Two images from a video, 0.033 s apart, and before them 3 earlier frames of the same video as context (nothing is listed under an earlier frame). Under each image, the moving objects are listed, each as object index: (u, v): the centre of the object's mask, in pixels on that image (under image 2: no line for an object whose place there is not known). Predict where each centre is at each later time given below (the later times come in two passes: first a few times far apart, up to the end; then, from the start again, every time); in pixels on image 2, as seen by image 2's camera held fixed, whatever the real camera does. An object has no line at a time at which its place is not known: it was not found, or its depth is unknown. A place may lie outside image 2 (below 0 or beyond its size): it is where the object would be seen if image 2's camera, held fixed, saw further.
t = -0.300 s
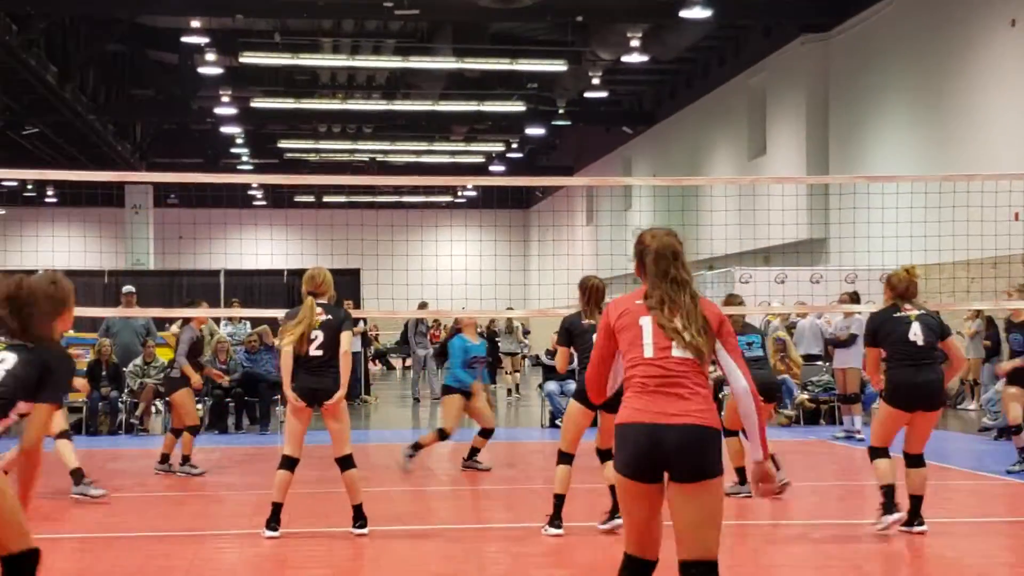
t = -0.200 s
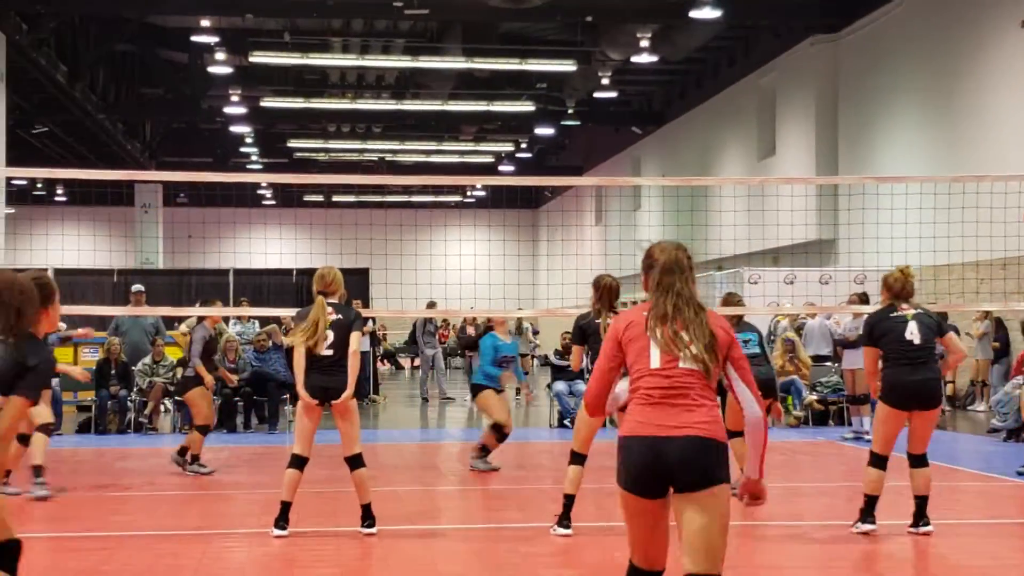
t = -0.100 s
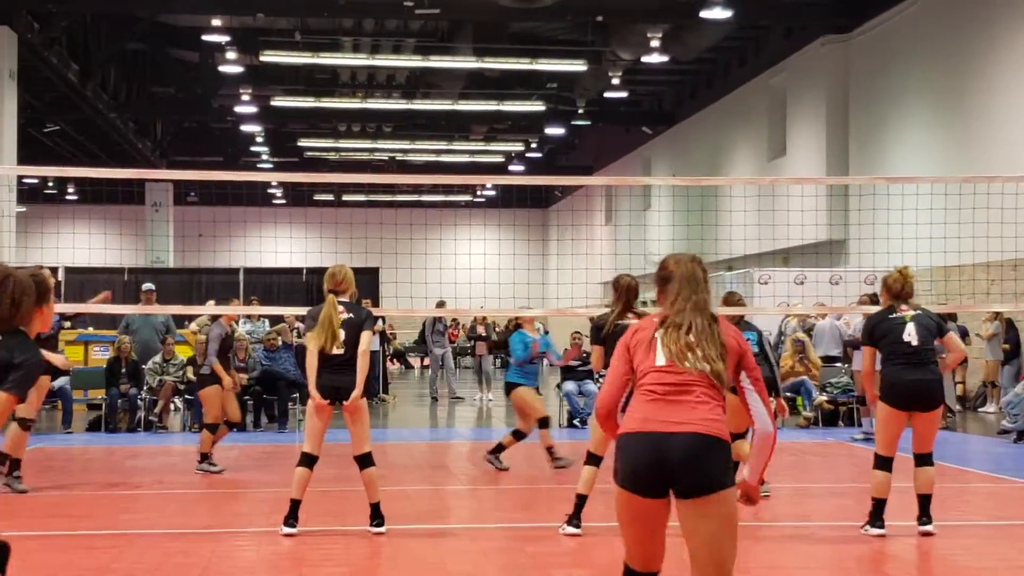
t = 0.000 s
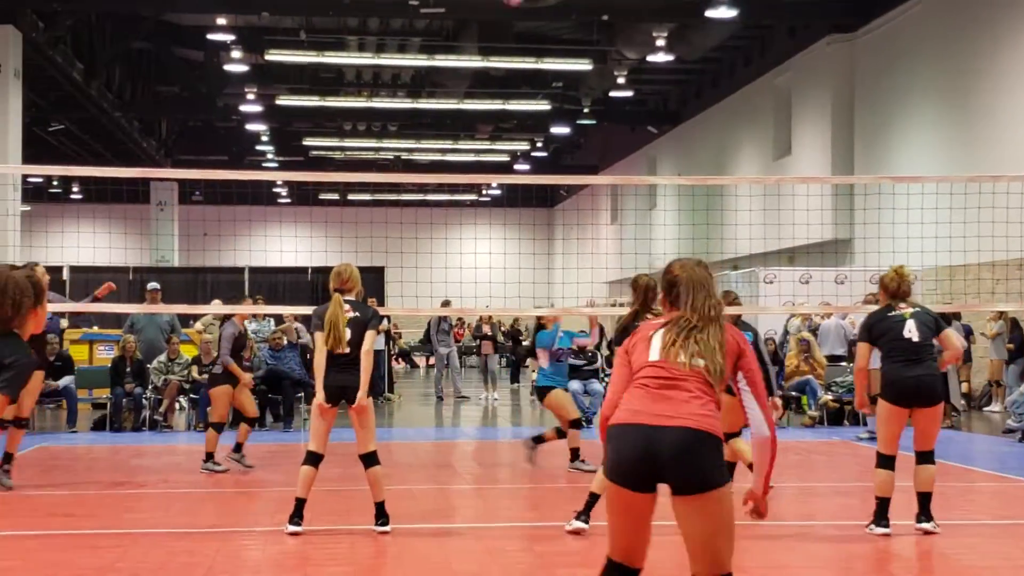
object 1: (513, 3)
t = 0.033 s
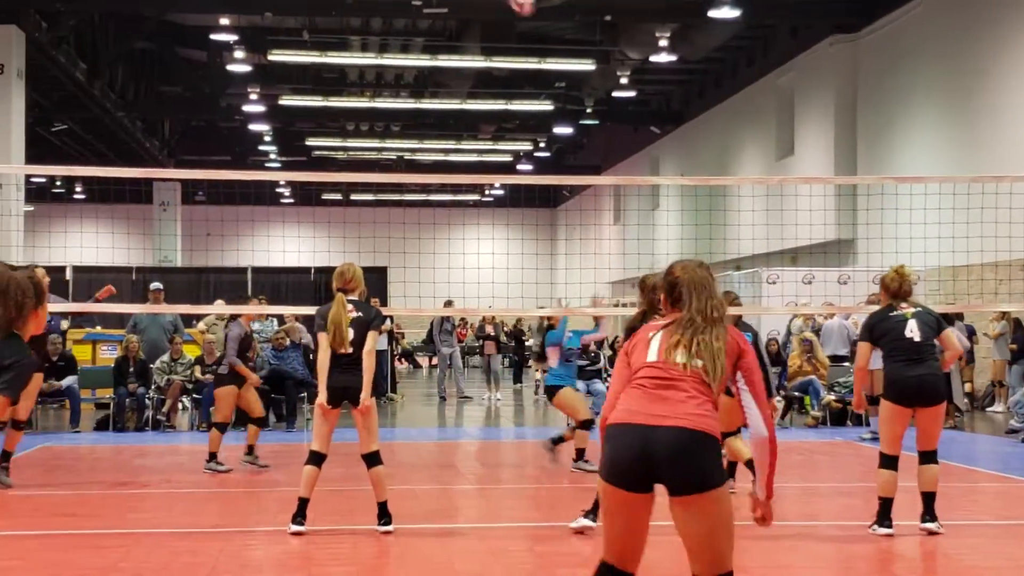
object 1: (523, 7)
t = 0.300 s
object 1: (582, 126)
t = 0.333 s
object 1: (589, 147)
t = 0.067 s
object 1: (530, 15)
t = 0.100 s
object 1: (537, 27)
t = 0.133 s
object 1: (545, 42)
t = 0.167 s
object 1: (551, 52)
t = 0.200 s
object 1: (560, 75)
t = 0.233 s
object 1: (567, 89)
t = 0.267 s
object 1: (574, 106)
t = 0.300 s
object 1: (582, 126)
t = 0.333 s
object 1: (589, 147)
